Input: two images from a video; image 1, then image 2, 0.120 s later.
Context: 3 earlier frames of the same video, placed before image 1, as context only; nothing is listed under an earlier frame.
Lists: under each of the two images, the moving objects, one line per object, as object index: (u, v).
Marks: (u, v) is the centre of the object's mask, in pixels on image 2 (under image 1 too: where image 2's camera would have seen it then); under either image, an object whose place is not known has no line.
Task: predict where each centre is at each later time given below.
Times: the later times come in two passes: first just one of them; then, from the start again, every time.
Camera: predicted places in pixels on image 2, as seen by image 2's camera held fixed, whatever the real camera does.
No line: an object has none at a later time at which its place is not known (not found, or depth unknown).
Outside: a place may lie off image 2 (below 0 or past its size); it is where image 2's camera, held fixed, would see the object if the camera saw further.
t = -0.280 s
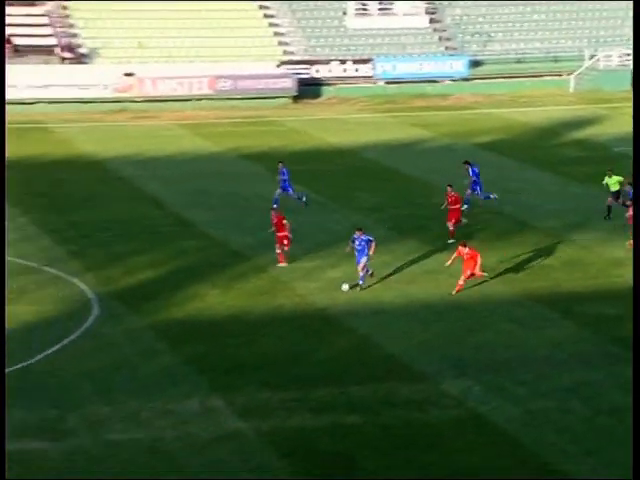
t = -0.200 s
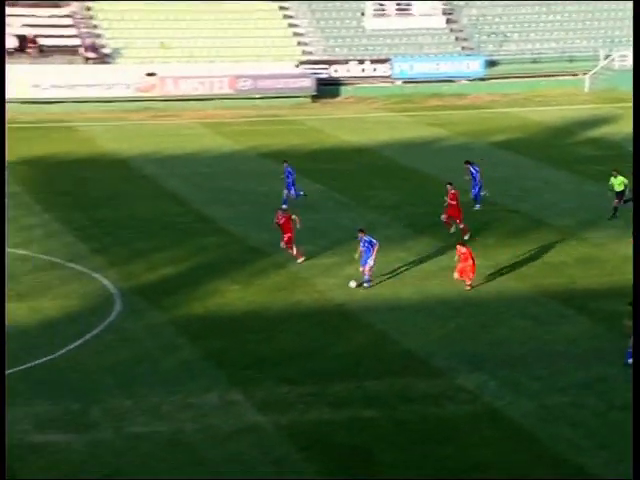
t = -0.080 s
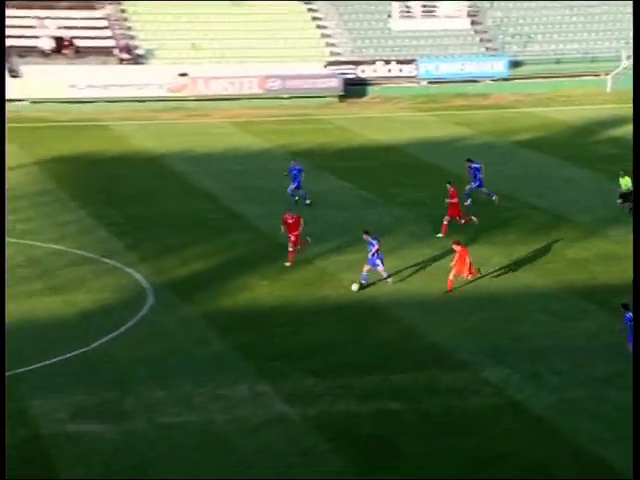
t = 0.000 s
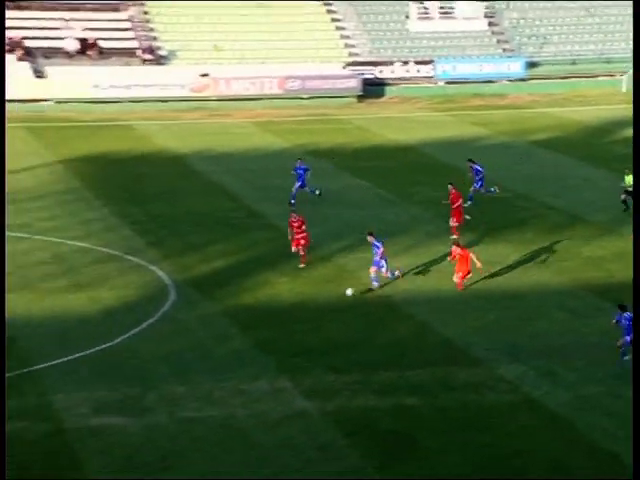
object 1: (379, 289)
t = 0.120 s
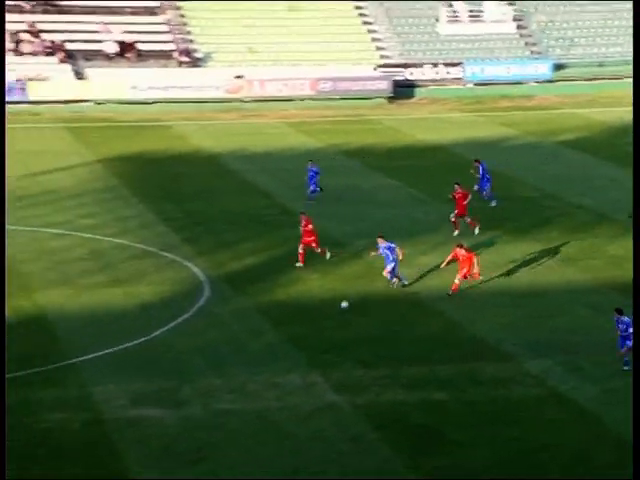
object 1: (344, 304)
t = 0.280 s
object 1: (298, 326)
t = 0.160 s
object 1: (333, 312)
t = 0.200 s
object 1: (321, 318)
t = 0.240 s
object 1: (309, 323)
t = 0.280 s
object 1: (298, 326)
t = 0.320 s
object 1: (287, 331)
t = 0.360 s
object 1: (276, 337)
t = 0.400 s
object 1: (265, 344)
